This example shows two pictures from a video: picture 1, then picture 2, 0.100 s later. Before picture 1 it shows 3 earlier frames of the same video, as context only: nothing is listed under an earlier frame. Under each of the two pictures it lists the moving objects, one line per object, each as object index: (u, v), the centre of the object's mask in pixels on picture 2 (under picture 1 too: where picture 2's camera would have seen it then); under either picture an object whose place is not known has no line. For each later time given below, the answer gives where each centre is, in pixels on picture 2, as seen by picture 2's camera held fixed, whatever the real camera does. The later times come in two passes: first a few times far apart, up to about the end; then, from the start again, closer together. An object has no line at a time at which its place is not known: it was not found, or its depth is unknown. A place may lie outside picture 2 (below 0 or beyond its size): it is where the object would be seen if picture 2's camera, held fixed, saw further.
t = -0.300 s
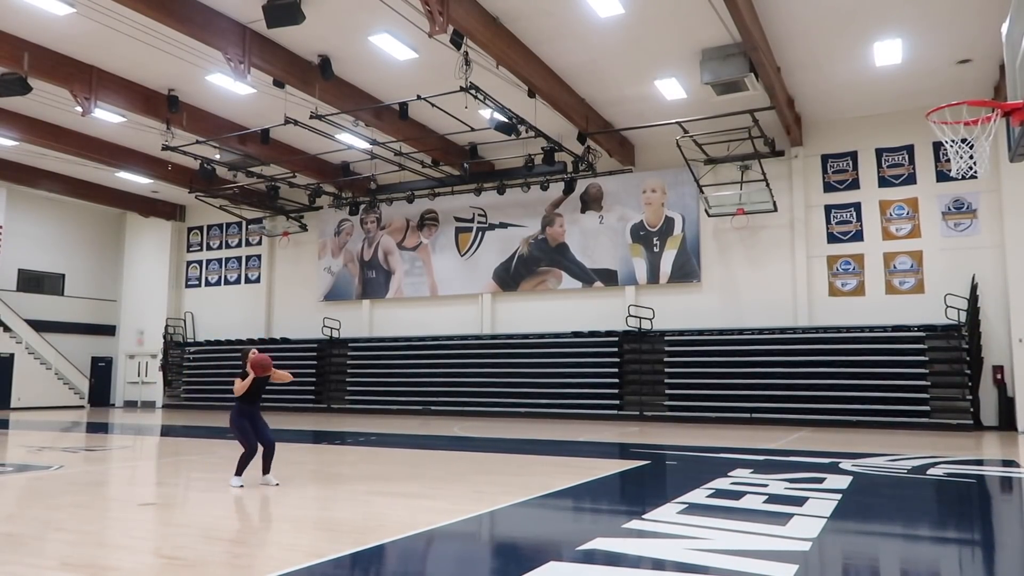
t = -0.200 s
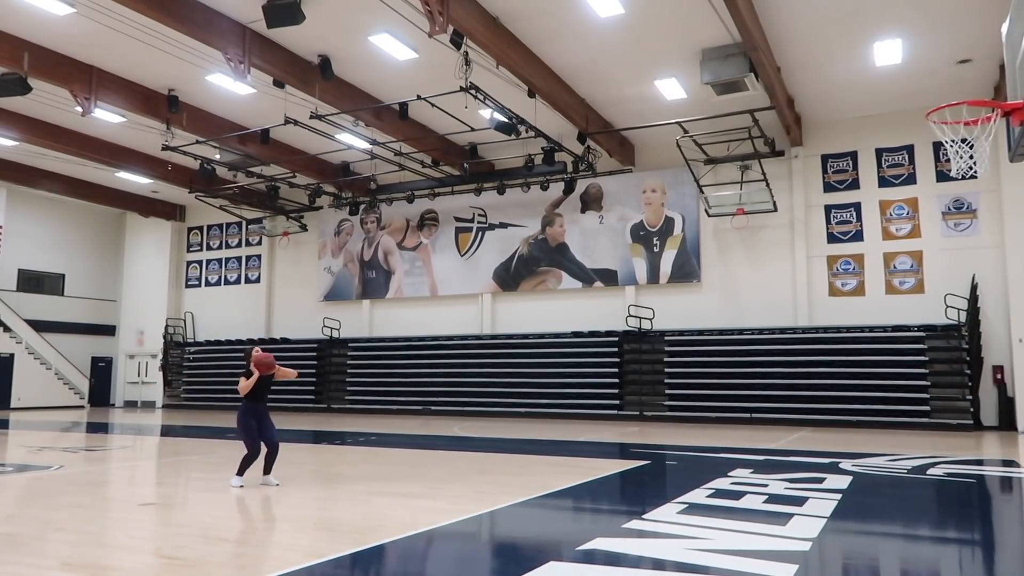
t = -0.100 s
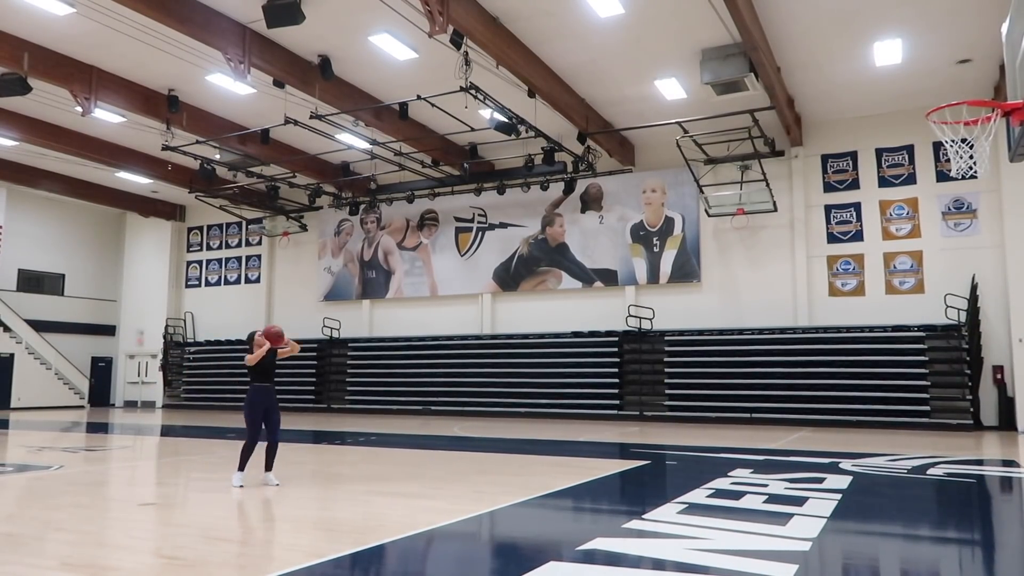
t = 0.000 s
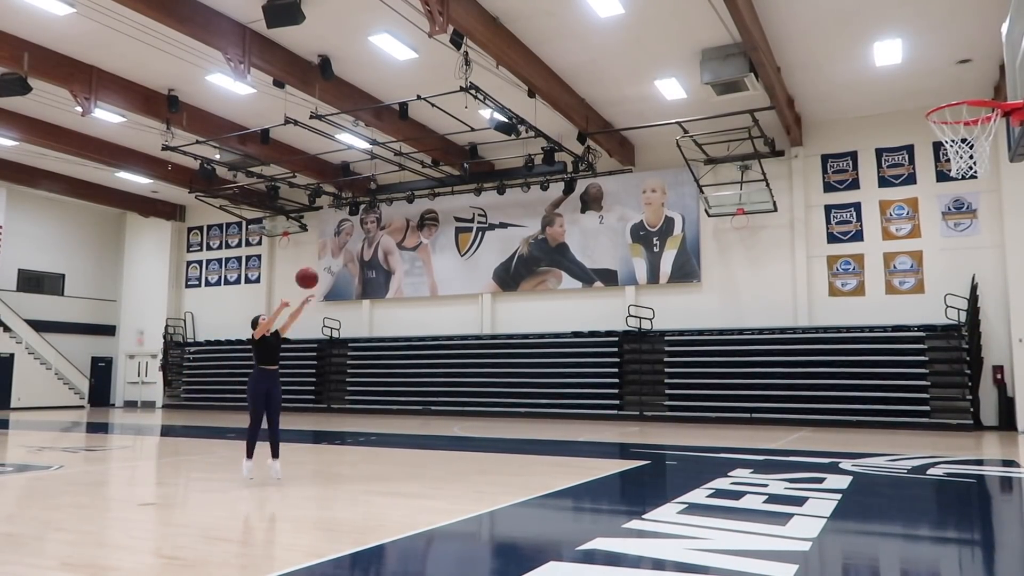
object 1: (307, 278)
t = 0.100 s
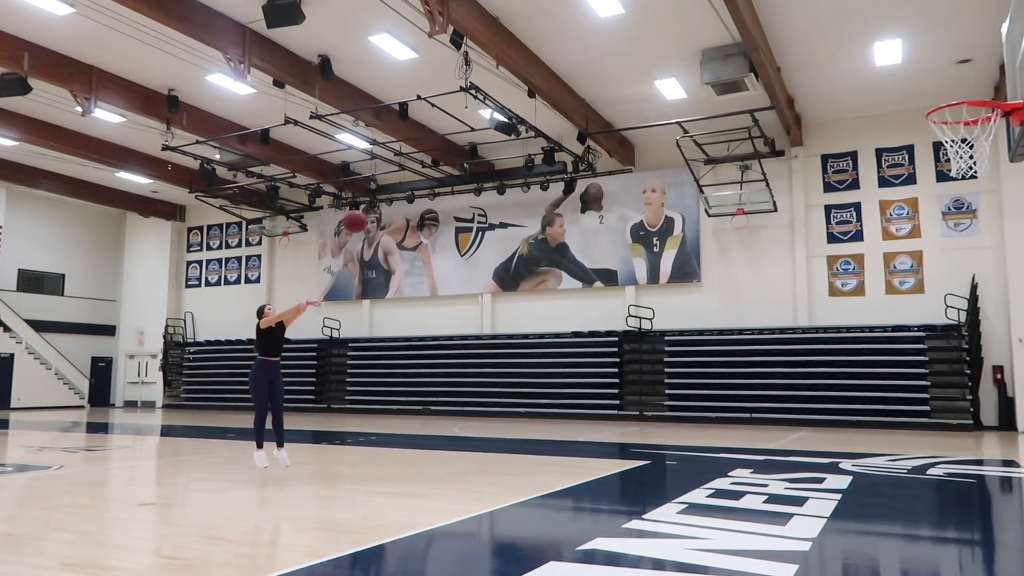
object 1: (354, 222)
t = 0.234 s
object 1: (421, 158)
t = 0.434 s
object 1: (526, 87)
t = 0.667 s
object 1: (664, 49)
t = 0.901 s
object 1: (825, 65)
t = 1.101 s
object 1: (966, 89)
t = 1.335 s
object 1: (937, 70)
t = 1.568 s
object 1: (846, 115)
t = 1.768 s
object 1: (776, 204)
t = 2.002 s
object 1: (700, 365)
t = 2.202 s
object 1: (647, 480)
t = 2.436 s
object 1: (625, 355)
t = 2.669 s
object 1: (604, 296)
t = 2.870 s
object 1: (588, 295)
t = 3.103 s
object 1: (569, 351)
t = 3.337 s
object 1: (552, 471)
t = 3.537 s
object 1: (533, 435)
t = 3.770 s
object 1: (509, 386)
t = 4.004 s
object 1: (487, 399)
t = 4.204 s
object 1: (469, 457)
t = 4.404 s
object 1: (452, 456)
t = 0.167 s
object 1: (387, 188)
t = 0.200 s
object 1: (404, 172)
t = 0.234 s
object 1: (421, 158)
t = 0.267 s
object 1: (438, 145)
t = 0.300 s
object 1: (456, 131)
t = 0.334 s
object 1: (472, 119)
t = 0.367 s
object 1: (490, 107)
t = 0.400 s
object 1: (508, 97)
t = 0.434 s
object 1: (526, 87)
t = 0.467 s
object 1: (544, 77)
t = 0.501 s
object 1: (565, 71)
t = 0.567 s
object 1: (603, 60)
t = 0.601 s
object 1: (623, 55)
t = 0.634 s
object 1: (643, 51)
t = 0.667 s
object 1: (664, 49)
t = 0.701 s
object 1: (686, 47)
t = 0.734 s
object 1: (708, 47)
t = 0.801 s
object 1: (753, 49)
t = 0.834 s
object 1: (776, 54)
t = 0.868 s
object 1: (801, 59)
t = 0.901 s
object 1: (825, 65)
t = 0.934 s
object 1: (851, 73)
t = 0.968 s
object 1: (877, 83)
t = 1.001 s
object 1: (905, 94)
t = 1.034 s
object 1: (931, 105)
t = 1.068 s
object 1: (948, 99)
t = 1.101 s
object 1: (966, 89)
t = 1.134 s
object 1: (983, 84)
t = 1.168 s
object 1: (1001, 79)
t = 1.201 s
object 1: (994, 75)
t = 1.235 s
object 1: (979, 71)
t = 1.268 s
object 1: (965, 69)
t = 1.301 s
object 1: (951, 69)
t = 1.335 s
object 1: (937, 70)
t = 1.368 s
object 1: (923, 73)
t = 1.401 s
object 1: (910, 77)
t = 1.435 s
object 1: (897, 82)
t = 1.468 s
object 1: (884, 88)
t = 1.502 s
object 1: (871, 96)
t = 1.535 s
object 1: (859, 105)
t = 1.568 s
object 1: (846, 115)
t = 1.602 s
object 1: (835, 127)
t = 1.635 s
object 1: (822, 140)
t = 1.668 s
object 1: (810, 154)
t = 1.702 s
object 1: (799, 169)
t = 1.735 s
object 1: (787, 186)
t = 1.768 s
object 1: (776, 204)
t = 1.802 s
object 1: (764, 223)
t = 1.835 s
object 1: (753, 243)
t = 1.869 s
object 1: (742, 265)
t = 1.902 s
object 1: (731, 288)
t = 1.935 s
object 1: (720, 312)
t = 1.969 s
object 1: (710, 338)
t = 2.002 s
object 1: (700, 365)
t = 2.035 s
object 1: (689, 393)
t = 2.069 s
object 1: (678, 421)
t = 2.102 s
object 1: (668, 452)
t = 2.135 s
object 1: (658, 483)
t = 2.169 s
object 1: (650, 504)
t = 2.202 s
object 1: (647, 480)
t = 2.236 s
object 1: (643, 458)
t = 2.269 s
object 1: (641, 438)
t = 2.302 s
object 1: (637, 417)
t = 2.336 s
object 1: (633, 399)
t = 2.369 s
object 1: (631, 384)
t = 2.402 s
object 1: (628, 369)
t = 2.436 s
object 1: (625, 355)
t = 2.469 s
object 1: (622, 343)
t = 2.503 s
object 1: (619, 332)
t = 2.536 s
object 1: (616, 322)
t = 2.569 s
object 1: (613, 313)
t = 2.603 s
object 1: (610, 307)
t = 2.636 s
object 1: (607, 301)
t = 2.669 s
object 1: (604, 296)
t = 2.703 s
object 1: (602, 293)
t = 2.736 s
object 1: (599, 291)
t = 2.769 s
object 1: (596, 290)
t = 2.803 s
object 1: (593, 290)
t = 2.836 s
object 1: (591, 292)
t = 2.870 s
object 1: (588, 295)
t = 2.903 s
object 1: (585, 299)
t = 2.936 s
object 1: (583, 305)
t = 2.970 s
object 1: (580, 311)
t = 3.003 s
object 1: (577, 319)
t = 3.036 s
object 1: (574, 328)
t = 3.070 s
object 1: (572, 339)
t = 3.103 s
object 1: (569, 351)
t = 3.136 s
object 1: (566, 364)
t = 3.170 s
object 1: (564, 378)
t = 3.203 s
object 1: (562, 395)
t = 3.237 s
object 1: (559, 411)
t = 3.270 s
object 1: (557, 430)
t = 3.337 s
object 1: (552, 471)
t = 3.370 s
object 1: (549, 493)
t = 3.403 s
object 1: (546, 491)
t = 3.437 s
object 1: (542, 474)
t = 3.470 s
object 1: (539, 460)
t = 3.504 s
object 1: (535, 447)
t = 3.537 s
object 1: (533, 435)
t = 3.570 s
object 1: (529, 424)
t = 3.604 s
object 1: (526, 414)
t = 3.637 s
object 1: (523, 406)
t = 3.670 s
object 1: (519, 400)
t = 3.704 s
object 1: (516, 394)
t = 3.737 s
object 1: (513, 390)
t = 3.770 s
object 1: (509, 386)
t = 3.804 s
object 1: (506, 384)
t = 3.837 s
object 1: (503, 384)
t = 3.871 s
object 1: (500, 384)
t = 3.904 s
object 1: (497, 386)
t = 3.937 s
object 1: (493, 389)
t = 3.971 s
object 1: (491, 393)
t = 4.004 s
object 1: (487, 399)
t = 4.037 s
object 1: (484, 405)
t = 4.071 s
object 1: (481, 413)
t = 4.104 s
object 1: (478, 422)
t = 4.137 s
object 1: (475, 432)
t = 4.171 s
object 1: (472, 444)
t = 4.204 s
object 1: (469, 457)
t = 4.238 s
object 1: (465, 471)
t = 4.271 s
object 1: (462, 486)
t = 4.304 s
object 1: (459, 488)
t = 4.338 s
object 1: (456, 476)
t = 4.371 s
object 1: (454, 466)
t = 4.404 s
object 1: (452, 456)
